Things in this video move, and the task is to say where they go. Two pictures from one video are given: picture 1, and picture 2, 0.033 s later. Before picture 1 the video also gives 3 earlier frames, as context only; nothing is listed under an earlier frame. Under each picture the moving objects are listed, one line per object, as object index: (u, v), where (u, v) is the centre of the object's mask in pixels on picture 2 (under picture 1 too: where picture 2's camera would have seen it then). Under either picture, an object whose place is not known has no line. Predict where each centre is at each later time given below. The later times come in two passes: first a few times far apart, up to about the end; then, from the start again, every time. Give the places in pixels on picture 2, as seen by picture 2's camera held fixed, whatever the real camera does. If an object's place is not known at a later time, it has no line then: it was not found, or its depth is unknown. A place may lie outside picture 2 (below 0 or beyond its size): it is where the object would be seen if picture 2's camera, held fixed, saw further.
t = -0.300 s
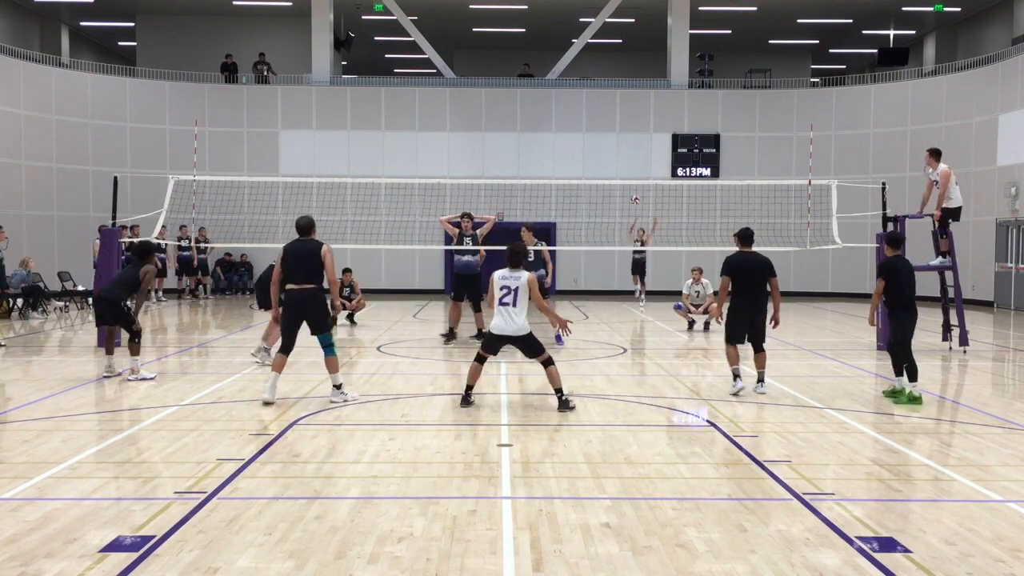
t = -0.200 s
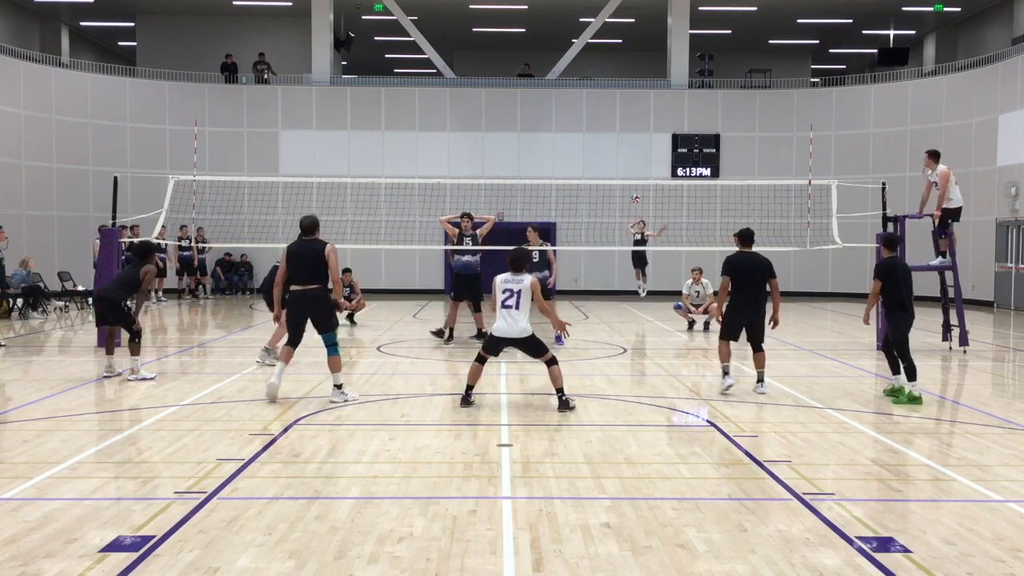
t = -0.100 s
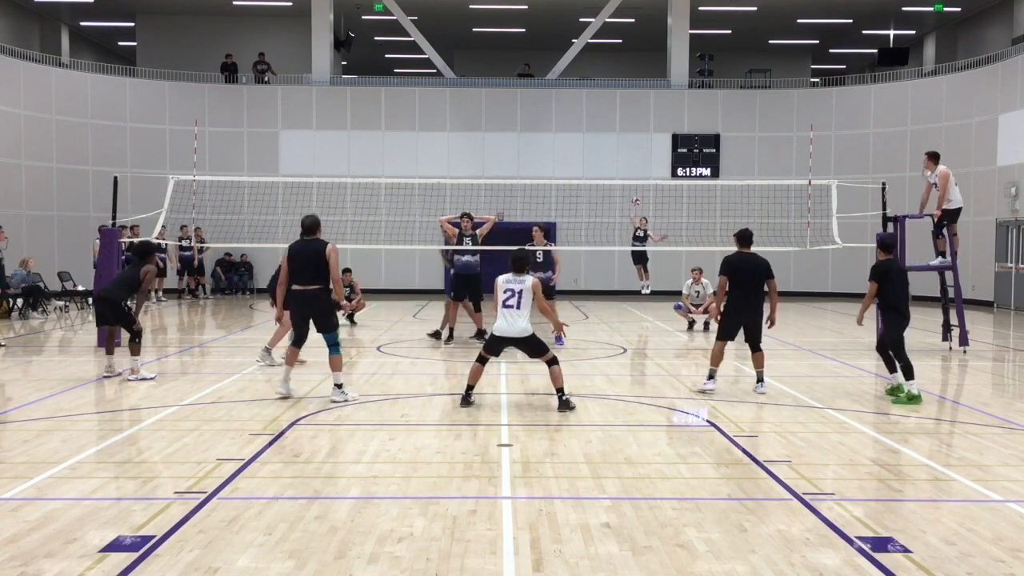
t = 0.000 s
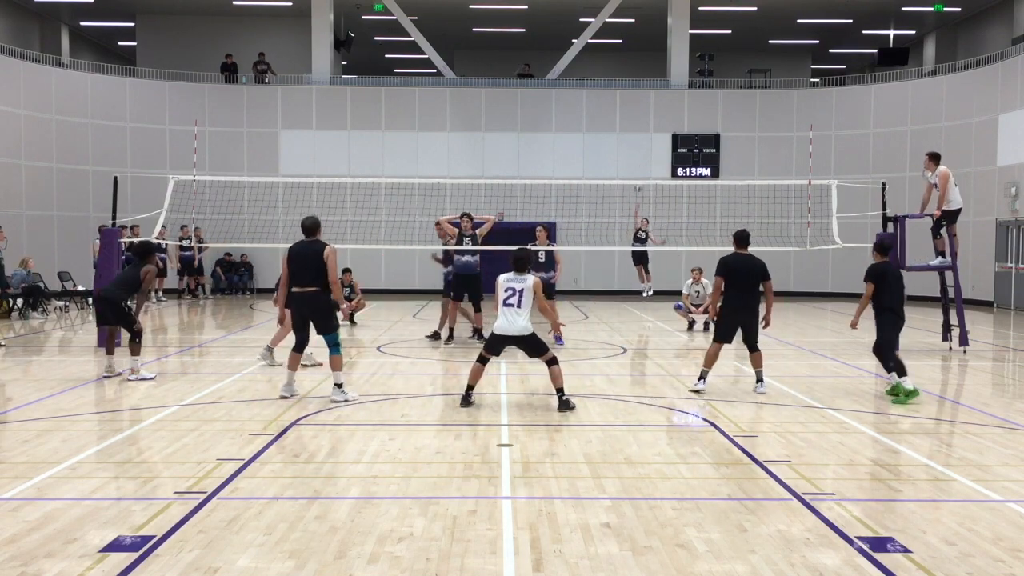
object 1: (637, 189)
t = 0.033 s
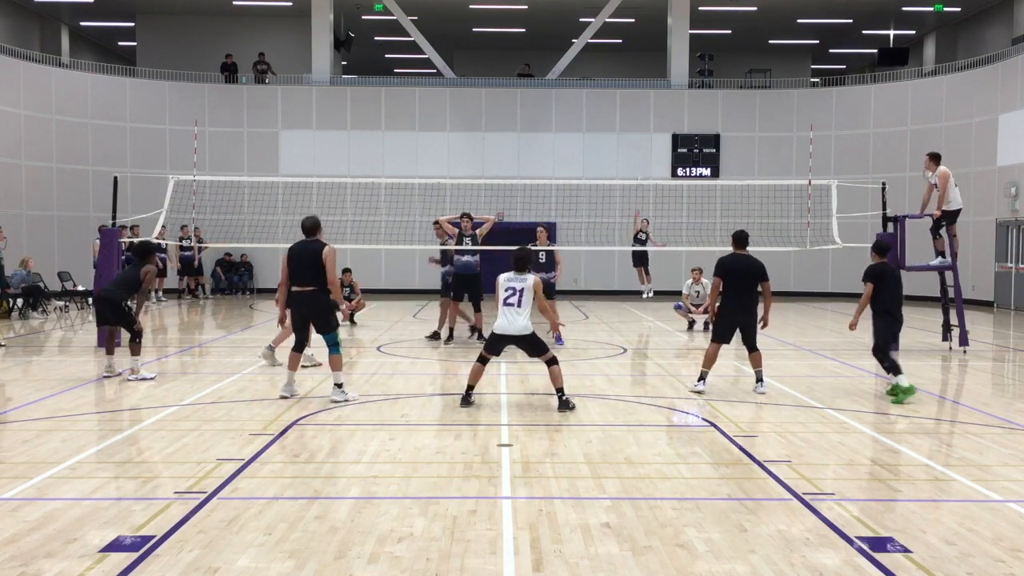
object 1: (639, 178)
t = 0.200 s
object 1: (646, 150)
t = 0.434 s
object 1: (653, 116)
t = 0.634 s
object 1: (656, 102)
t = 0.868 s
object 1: (653, 126)
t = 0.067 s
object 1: (641, 174)
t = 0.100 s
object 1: (642, 168)
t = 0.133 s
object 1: (644, 162)
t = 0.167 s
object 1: (645, 155)
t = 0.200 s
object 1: (646, 150)
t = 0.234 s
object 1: (647, 144)
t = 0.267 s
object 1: (648, 139)
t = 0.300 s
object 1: (649, 134)
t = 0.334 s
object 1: (651, 128)
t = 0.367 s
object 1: (652, 124)
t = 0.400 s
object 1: (652, 120)
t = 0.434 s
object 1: (653, 116)
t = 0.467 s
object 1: (654, 112)
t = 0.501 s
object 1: (655, 109)
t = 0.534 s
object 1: (655, 106)
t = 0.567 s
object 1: (656, 104)
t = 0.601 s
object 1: (656, 103)
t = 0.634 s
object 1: (656, 102)
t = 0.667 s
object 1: (655, 102)
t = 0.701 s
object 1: (655, 104)
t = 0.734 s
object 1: (655, 106)
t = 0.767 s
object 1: (654, 110)
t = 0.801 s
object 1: (654, 115)
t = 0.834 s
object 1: (653, 119)
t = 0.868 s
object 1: (653, 126)
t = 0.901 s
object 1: (651, 134)
